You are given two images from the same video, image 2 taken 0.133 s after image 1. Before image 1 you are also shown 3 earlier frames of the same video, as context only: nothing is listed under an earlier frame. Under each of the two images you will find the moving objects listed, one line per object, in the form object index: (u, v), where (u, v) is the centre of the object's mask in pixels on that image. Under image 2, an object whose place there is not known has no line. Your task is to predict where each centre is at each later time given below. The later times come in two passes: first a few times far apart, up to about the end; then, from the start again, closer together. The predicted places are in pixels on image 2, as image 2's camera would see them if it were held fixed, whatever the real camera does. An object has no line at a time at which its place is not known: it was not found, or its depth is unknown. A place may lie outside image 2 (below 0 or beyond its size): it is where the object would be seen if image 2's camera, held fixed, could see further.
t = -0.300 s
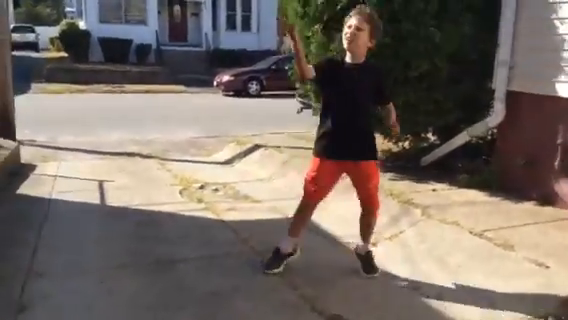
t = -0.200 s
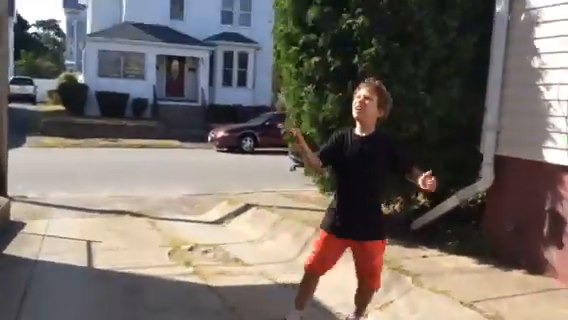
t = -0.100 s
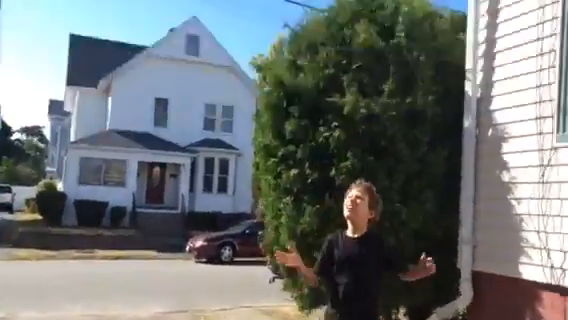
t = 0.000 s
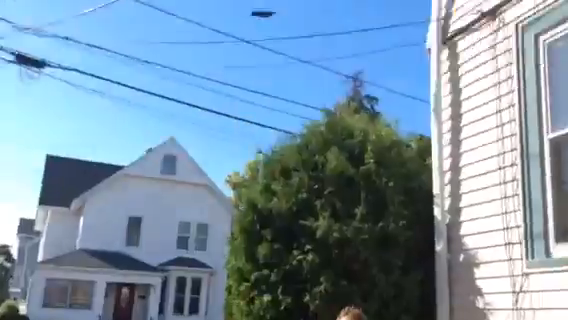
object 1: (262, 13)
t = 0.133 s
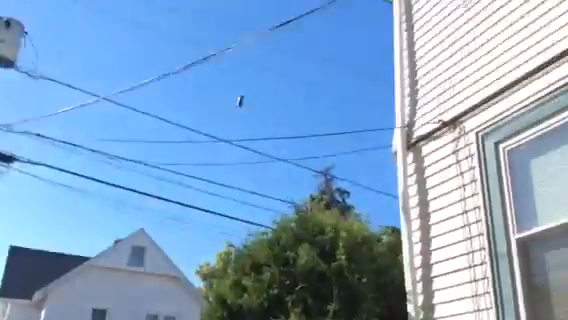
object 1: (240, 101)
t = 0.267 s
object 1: (242, 115)
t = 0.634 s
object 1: (244, 365)
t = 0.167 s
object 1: (240, 100)
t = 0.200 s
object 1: (241, 103)
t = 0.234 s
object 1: (241, 107)
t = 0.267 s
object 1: (242, 115)
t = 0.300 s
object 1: (244, 124)
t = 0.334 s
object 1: (244, 135)
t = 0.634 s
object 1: (244, 365)
